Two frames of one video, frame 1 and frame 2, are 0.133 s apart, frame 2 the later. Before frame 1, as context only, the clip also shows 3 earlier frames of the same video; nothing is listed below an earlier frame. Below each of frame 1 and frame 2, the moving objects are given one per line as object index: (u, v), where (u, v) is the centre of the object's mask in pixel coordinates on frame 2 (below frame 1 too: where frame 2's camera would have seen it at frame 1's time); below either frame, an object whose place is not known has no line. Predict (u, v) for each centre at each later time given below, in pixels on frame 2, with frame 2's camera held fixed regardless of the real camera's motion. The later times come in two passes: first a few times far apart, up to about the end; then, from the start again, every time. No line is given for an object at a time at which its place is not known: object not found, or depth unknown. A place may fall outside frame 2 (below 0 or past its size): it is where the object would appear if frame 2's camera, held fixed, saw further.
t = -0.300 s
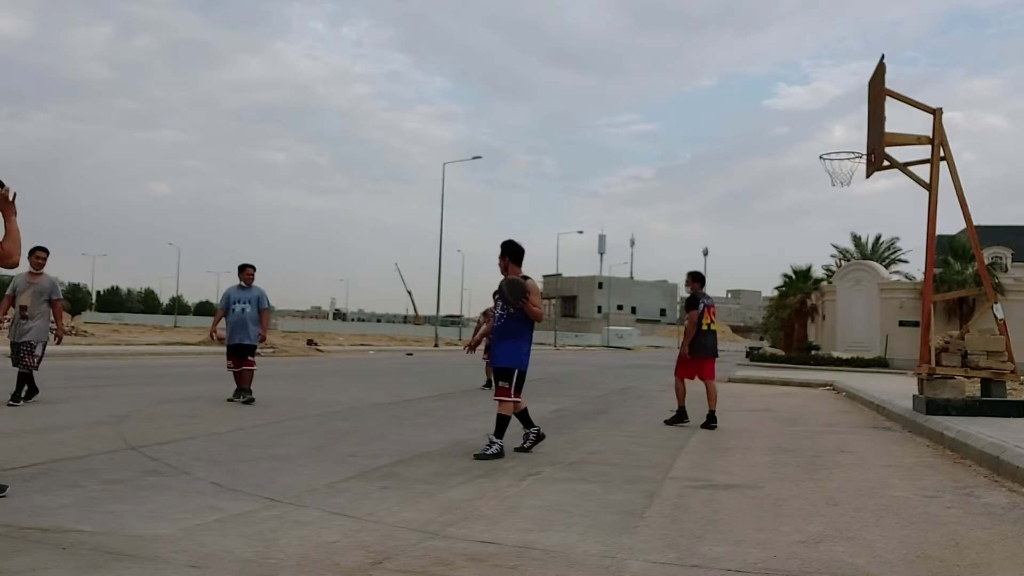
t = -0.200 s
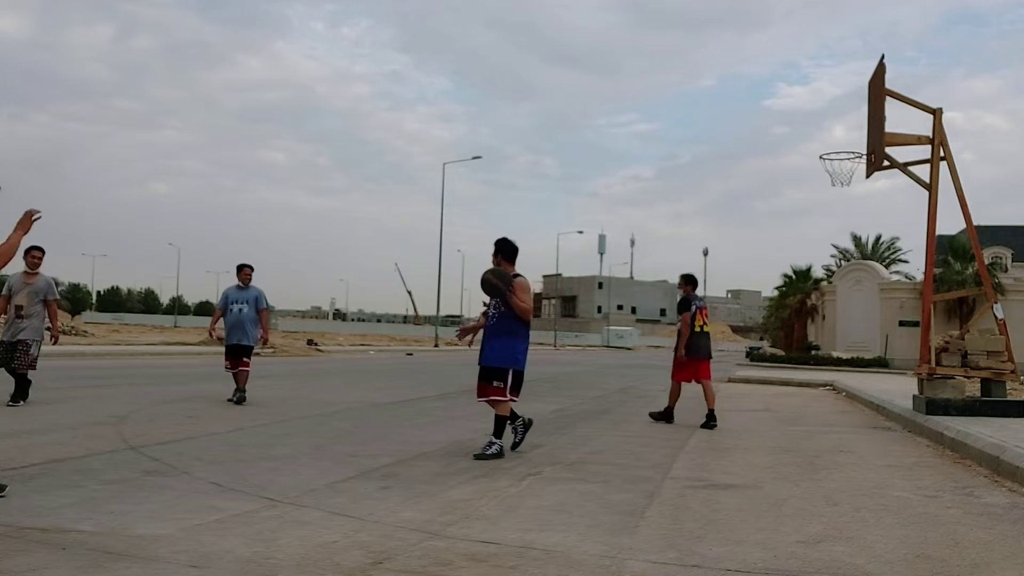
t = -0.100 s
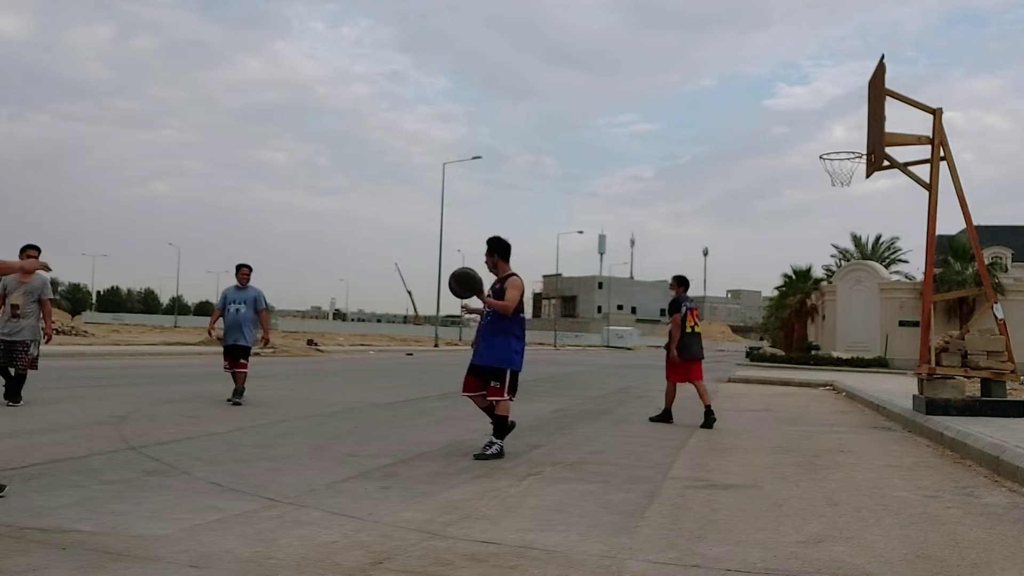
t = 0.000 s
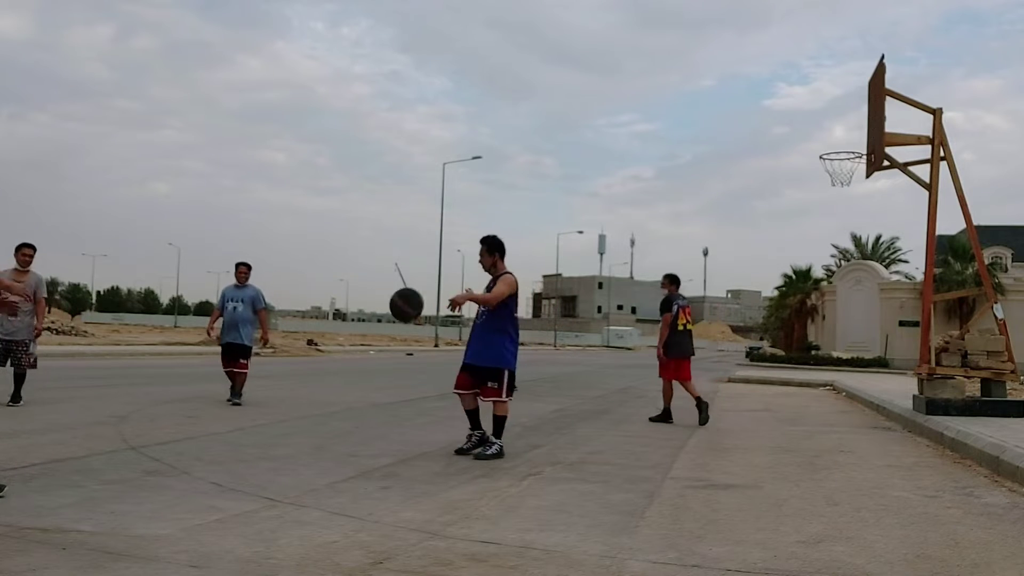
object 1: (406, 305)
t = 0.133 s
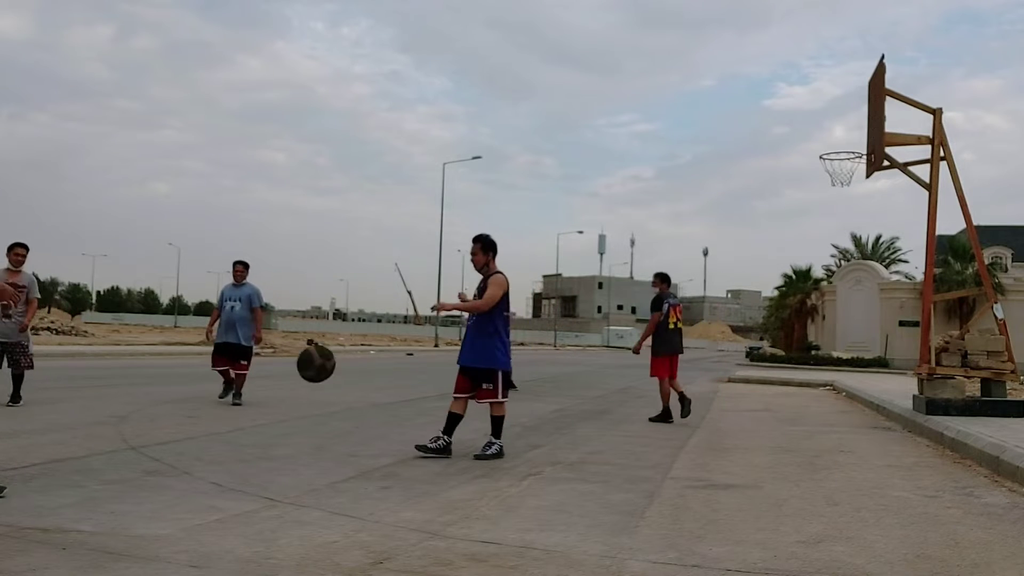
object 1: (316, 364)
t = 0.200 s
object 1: (264, 408)
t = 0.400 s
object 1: (162, 385)
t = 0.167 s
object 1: (291, 385)
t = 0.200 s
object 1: (264, 408)
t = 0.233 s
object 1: (237, 435)
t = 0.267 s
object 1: (209, 464)
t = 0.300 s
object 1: (197, 445)
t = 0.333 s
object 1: (186, 423)
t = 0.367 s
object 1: (174, 403)
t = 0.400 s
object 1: (162, 385)
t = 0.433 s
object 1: (149, 368)
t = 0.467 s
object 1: (137, 352)
